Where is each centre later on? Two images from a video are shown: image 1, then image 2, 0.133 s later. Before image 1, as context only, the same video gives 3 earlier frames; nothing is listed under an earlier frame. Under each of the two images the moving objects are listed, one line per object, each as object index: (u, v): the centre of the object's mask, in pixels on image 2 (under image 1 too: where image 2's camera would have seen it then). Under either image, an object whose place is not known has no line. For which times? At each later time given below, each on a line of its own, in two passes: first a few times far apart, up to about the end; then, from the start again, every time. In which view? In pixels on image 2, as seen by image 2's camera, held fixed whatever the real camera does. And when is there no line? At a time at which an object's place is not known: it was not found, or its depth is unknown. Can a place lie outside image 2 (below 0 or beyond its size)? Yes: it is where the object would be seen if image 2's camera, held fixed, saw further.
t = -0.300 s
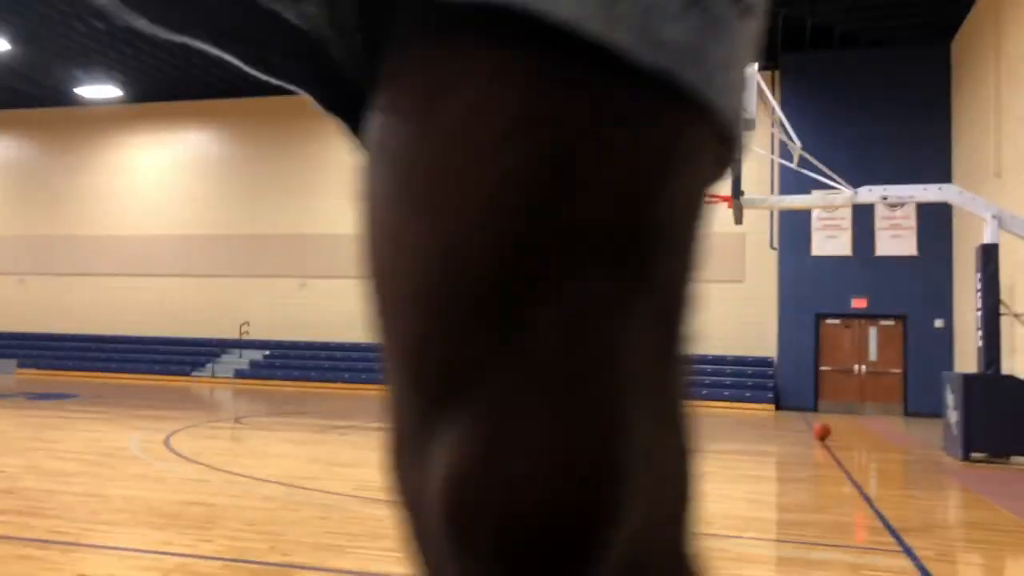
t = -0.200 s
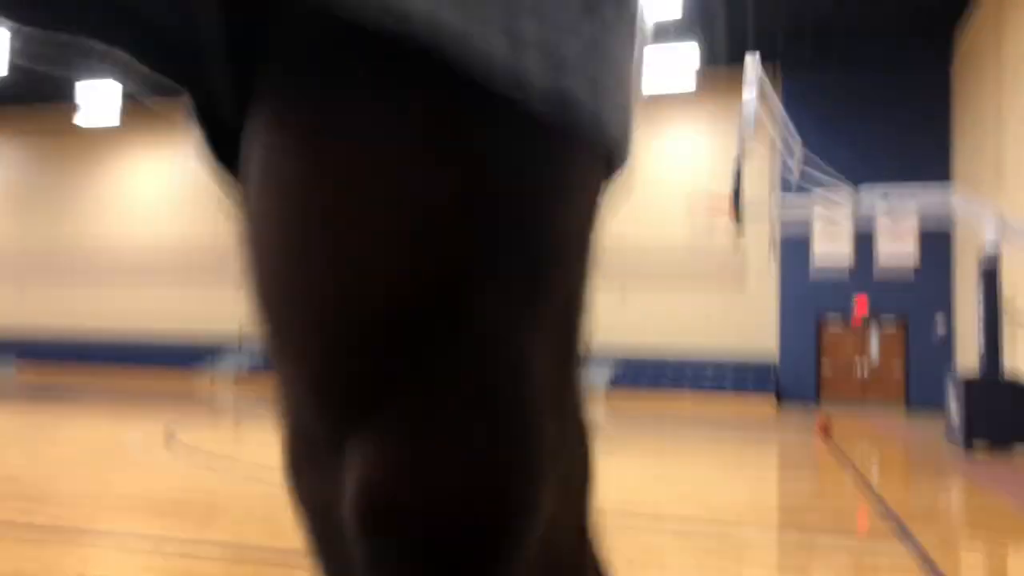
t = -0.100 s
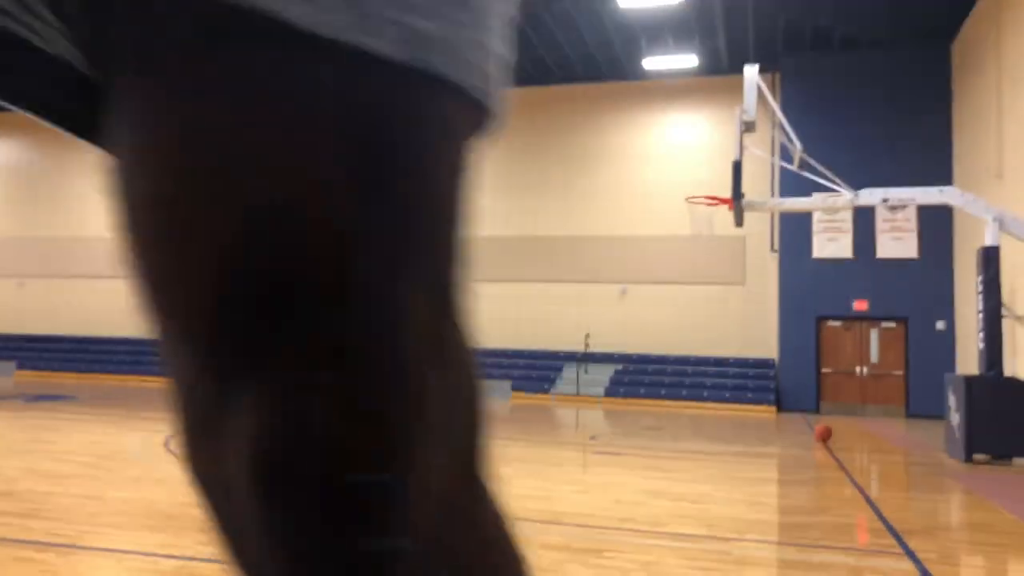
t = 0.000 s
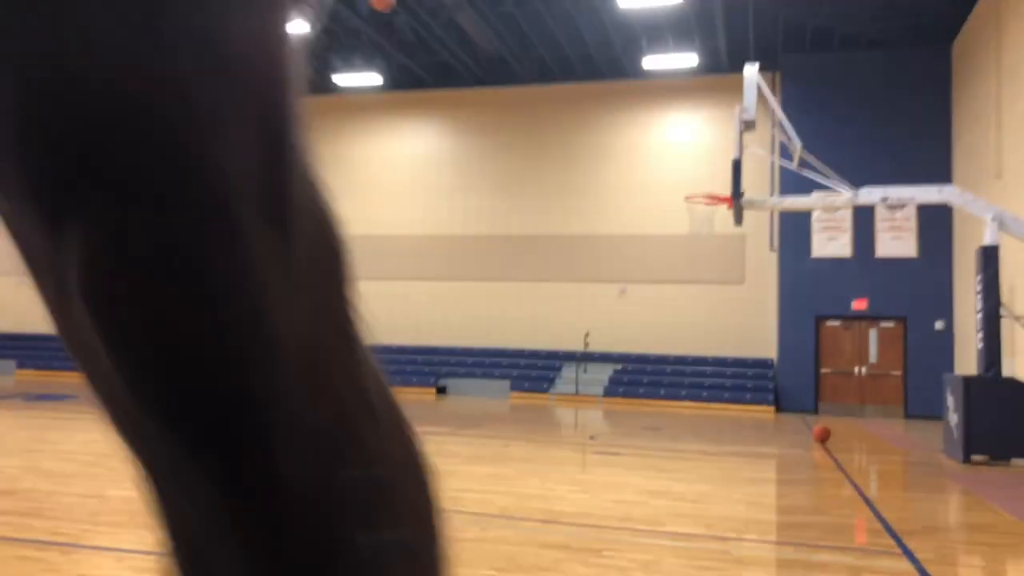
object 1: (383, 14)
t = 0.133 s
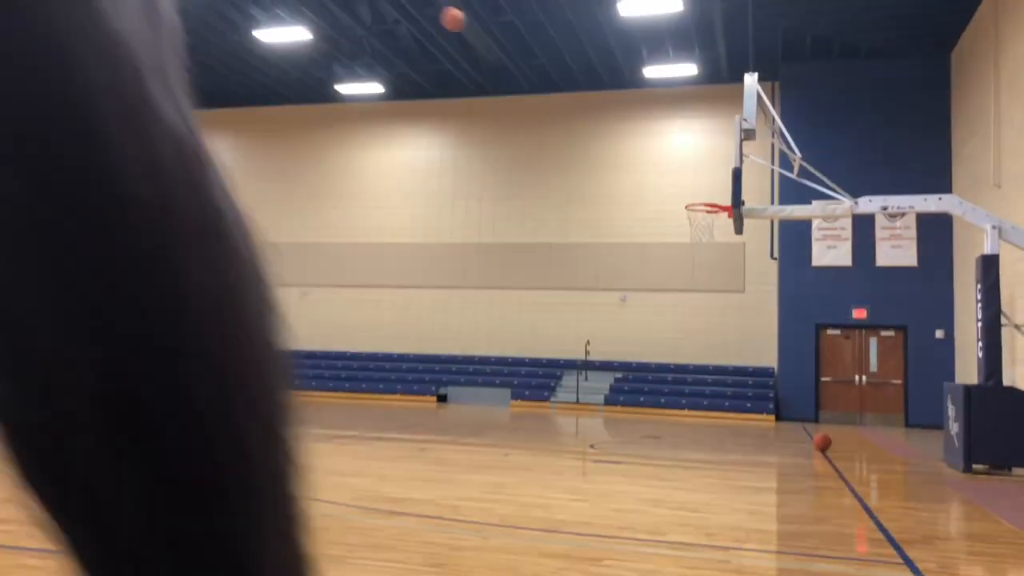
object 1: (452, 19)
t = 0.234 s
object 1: (500, 36)
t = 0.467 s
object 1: (604, 103)
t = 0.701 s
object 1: (694, 195)
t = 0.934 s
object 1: (724, 155)
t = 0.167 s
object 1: (469, 24)
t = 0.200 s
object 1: (484, 30)
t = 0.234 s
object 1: (500, 36)
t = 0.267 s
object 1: (516, 44)
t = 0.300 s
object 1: (532, 53)
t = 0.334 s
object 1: (546, 61)
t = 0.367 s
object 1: (561, 71)
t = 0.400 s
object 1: (575, 81)
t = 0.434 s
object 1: (590, 92)
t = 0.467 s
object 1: (604, 103)
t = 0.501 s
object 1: (617, 115)
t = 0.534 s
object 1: (631, 130)
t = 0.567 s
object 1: (644, 143)
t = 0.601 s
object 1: (658, 157)
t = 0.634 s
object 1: (671, 173)
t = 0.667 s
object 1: (684, 188)
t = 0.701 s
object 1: (694, 195)
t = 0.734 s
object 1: (700, 187)
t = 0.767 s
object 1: (706, 181)
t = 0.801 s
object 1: (712, 174)
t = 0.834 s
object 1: (717, 168)
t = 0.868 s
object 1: (723, 165)
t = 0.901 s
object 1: (726, 159)
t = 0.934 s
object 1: (724, 155)
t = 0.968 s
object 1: (720, 151)
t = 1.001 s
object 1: (716, 152)
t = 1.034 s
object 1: (712, 151)
